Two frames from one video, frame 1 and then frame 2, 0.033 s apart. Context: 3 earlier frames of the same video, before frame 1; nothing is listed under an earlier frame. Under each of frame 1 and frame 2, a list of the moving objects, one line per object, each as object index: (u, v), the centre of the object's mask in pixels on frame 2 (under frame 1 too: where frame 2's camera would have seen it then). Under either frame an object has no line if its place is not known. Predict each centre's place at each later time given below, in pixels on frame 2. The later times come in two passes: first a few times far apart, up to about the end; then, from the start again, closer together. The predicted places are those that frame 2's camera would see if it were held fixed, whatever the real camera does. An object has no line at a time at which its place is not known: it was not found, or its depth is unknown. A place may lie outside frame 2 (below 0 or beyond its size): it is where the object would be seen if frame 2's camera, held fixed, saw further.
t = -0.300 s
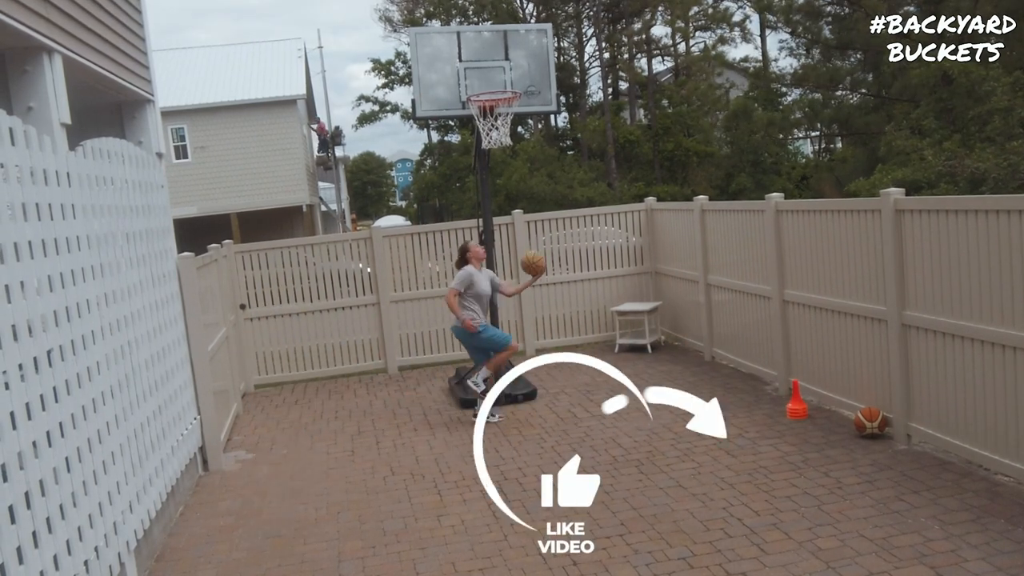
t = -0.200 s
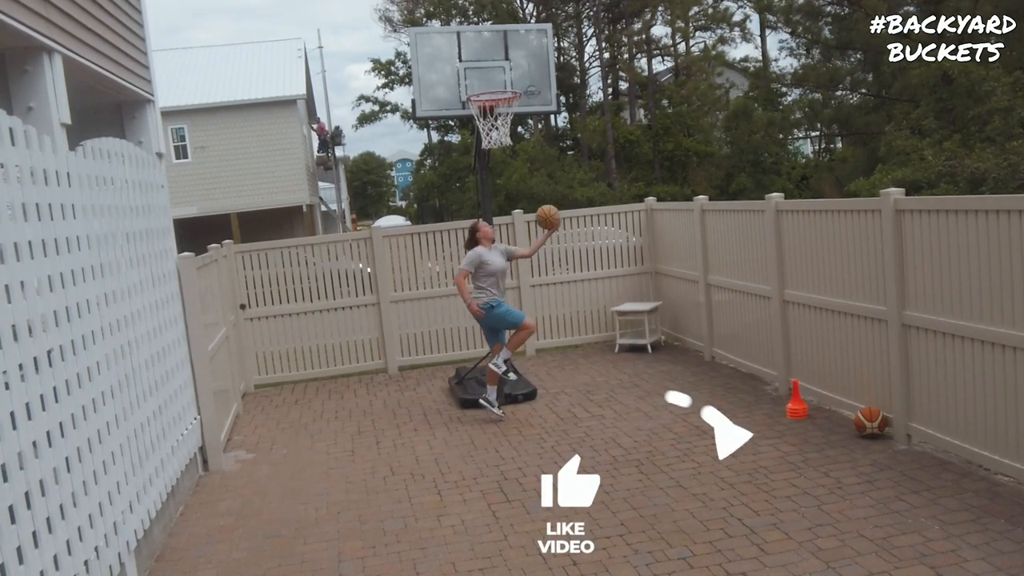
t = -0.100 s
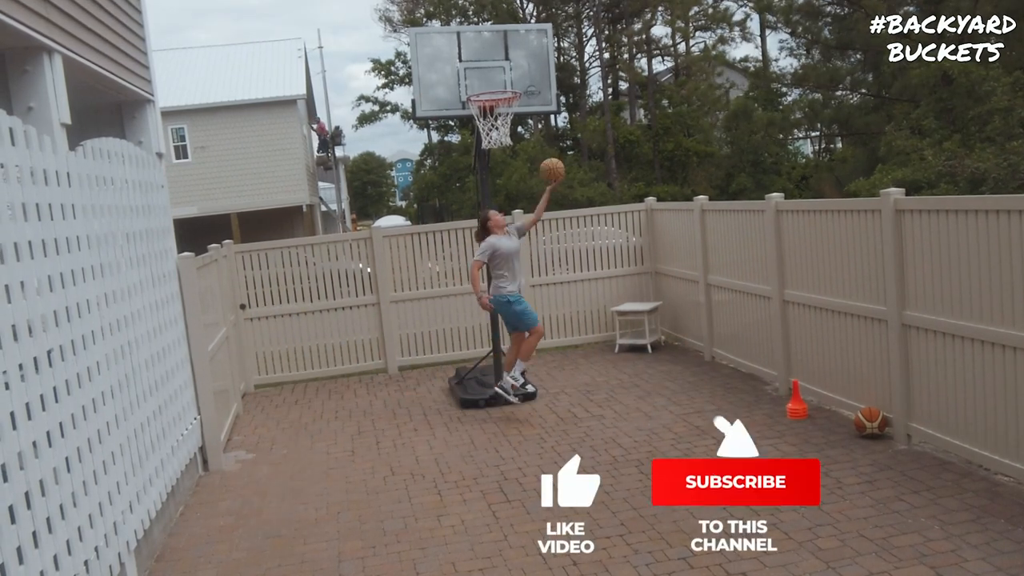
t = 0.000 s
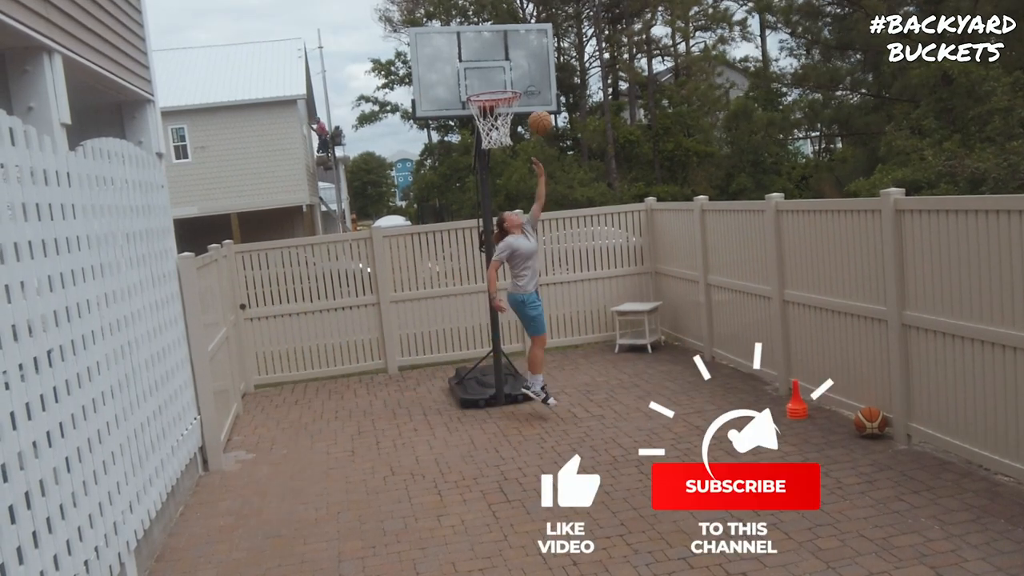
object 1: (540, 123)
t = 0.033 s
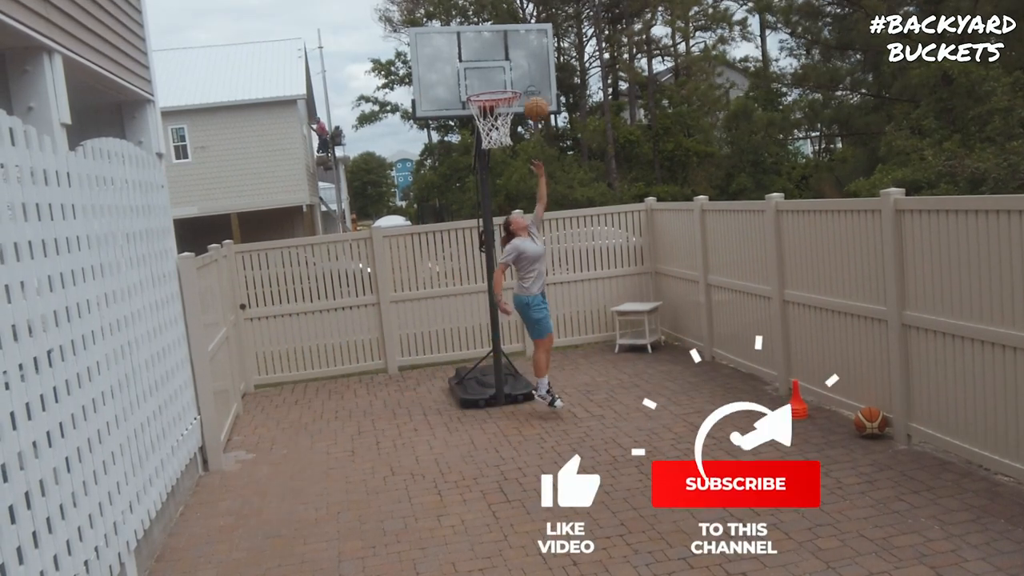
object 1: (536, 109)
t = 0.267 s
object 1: (515, 49)
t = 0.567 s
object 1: (500, 57)
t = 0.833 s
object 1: (499, 65)
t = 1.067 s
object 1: (507, 76)
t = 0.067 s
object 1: (532, 97)
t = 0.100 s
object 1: (530, 85)
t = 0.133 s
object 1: (526, 77)
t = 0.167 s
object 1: (523, 68)
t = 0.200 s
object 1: (520, 60)
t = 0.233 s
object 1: (518, 54)
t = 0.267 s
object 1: (515, 49)
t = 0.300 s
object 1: (513, 45)
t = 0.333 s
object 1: (512, 42)
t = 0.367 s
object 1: (510, 41)
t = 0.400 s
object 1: (508, 41)
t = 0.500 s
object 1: (503, 47)
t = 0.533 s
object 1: (502, 51)
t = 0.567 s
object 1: (500, 57)
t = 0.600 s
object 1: (498, 64)
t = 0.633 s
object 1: (497, 71)
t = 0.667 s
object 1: (497, 80)
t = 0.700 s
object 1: (496, 82)
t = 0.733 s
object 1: (497, 78)
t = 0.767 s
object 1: (497, 72)
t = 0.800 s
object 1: (498, 68)
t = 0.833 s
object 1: (499, 65)
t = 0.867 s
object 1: (499, 63)
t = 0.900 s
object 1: (500, 62)
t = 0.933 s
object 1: (501, 62)
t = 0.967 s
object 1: (502, 64)
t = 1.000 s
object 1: (504, 67)
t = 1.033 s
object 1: (505, 71)
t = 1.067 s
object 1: (507, 76)
